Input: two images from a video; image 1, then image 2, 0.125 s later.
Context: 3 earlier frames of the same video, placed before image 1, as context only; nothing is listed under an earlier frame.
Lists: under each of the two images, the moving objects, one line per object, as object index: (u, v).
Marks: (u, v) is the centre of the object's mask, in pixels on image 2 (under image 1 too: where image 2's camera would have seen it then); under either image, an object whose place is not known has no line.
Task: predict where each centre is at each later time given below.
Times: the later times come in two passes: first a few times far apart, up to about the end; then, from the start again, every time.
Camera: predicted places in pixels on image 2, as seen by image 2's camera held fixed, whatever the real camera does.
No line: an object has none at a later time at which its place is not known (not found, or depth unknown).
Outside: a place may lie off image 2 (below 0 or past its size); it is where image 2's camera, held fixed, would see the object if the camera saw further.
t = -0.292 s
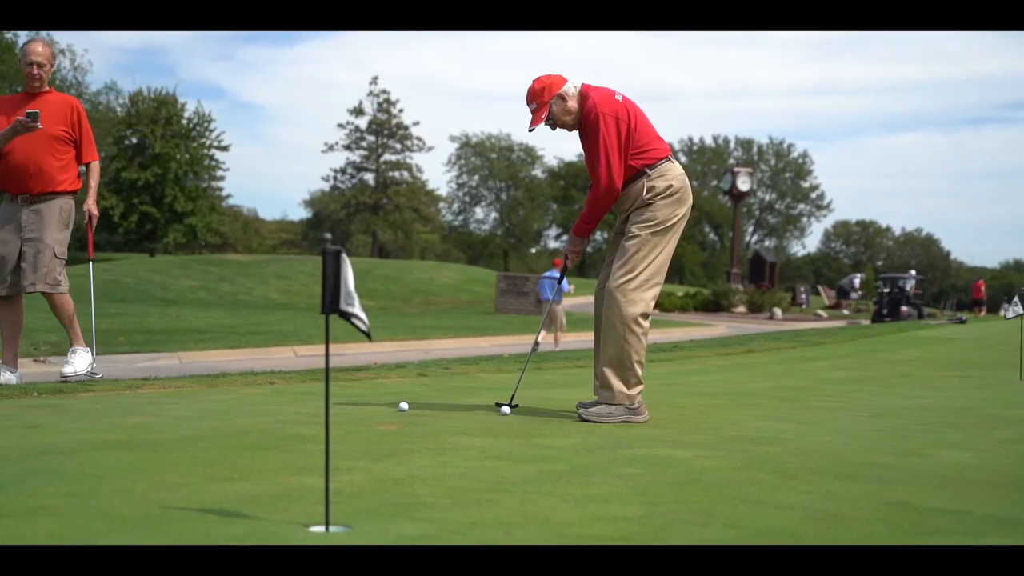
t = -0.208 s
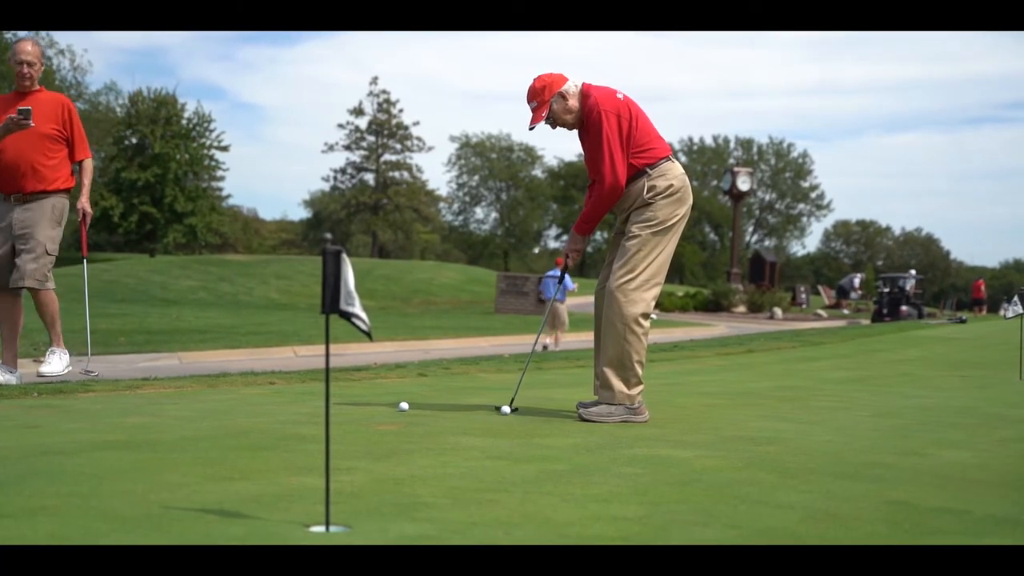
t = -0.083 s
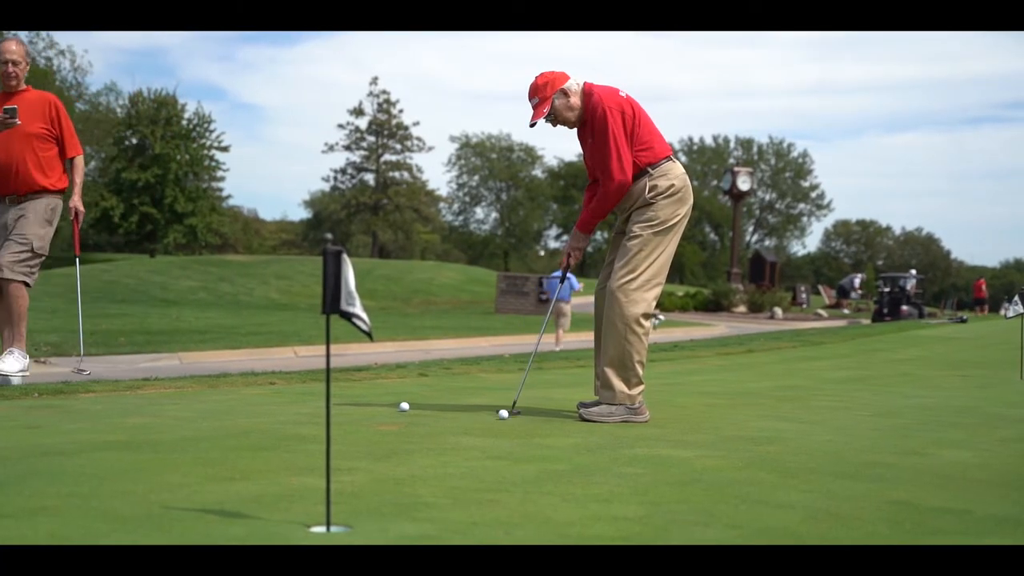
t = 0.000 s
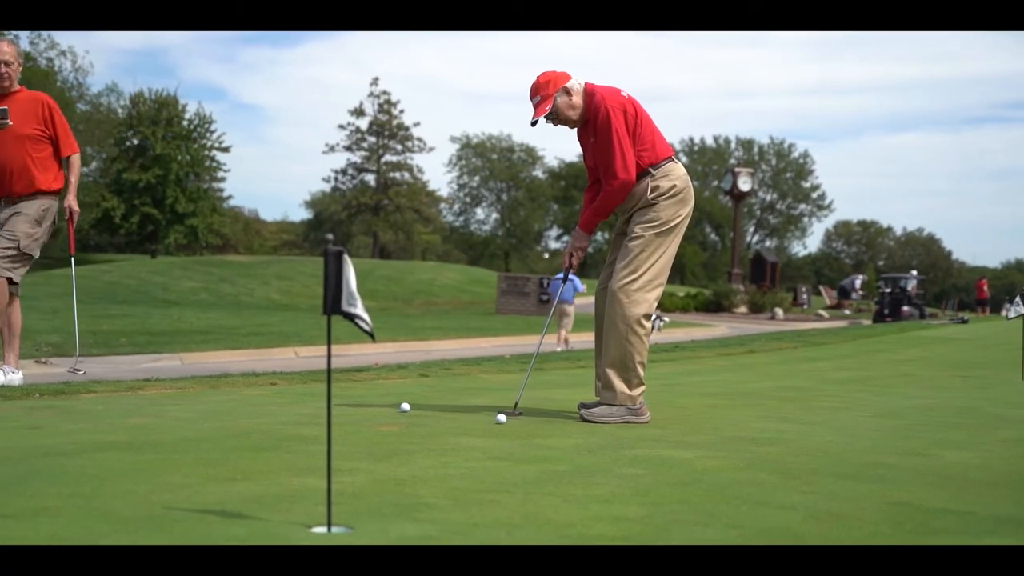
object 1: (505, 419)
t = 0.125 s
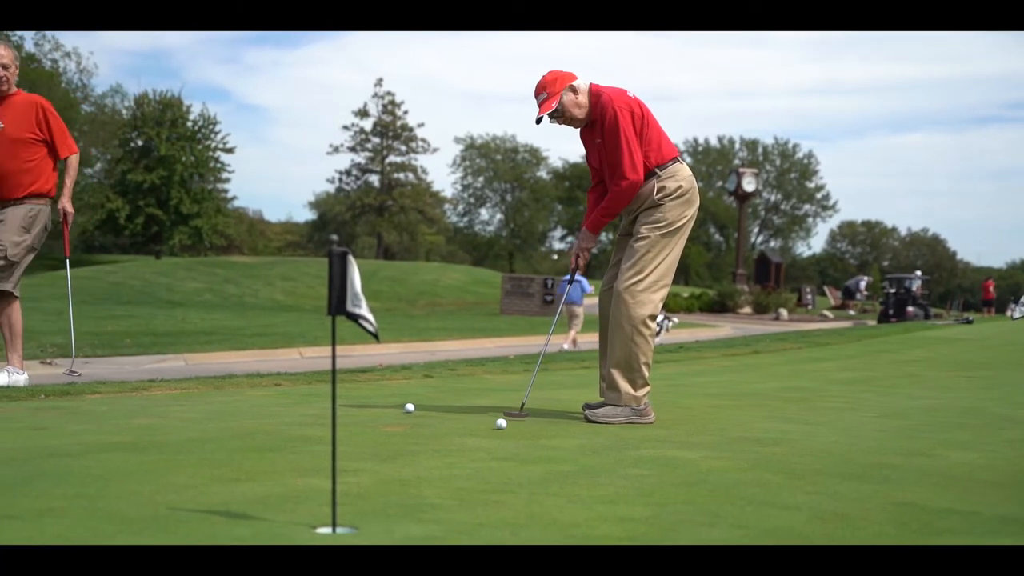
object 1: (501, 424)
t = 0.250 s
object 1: (495, 429)
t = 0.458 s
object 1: (485, 438)
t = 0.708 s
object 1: (471, 450)
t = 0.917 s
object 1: (456, 460)
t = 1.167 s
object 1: (434, 474)
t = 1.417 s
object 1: (409, 486)
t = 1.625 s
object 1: (388, 496)
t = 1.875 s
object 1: (364, 508)
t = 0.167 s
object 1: (499, 425)
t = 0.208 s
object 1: (497, 427)
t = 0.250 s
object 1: (495, 429)
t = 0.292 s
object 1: (493, 431)
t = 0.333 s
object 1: (491, 433)
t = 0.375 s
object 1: (490, 434)
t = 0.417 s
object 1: (487, 436)
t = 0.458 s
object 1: (485, 438)
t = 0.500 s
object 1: (483, 440)
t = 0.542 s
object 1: (481, 442)
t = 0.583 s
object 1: (479, 444)
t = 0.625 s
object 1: (476, 446)
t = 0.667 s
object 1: (473, 448)
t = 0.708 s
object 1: (471, 450)
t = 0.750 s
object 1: (468, 453)
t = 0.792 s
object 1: (466, 454)
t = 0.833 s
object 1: (462, 456)
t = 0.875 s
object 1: (459, 458)
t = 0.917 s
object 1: (456, 460)
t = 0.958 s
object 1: (453, 463)
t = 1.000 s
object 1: (449, 465)
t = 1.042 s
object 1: (446, 467)
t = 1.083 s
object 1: (442, 470)
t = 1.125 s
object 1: (438, 471)
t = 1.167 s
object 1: (434, 474)
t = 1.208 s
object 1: (431, 475)
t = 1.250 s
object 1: (426, 477)
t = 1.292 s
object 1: (422, 479)
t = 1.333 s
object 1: (417, 482)
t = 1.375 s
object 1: (414, 484)
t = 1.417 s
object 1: (409, 486)
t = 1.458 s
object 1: (405, 488)
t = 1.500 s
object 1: (400, 490)
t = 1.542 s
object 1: (396, 493)
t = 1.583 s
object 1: (392, 494)
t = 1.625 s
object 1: (388, 496)
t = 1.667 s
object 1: (383, 499)
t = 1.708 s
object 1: (380, 501)
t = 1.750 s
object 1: (375, 503)
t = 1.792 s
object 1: (372, 505)
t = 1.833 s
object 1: (367, 507)
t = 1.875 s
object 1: (364, 508)
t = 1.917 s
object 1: (359, 510)
